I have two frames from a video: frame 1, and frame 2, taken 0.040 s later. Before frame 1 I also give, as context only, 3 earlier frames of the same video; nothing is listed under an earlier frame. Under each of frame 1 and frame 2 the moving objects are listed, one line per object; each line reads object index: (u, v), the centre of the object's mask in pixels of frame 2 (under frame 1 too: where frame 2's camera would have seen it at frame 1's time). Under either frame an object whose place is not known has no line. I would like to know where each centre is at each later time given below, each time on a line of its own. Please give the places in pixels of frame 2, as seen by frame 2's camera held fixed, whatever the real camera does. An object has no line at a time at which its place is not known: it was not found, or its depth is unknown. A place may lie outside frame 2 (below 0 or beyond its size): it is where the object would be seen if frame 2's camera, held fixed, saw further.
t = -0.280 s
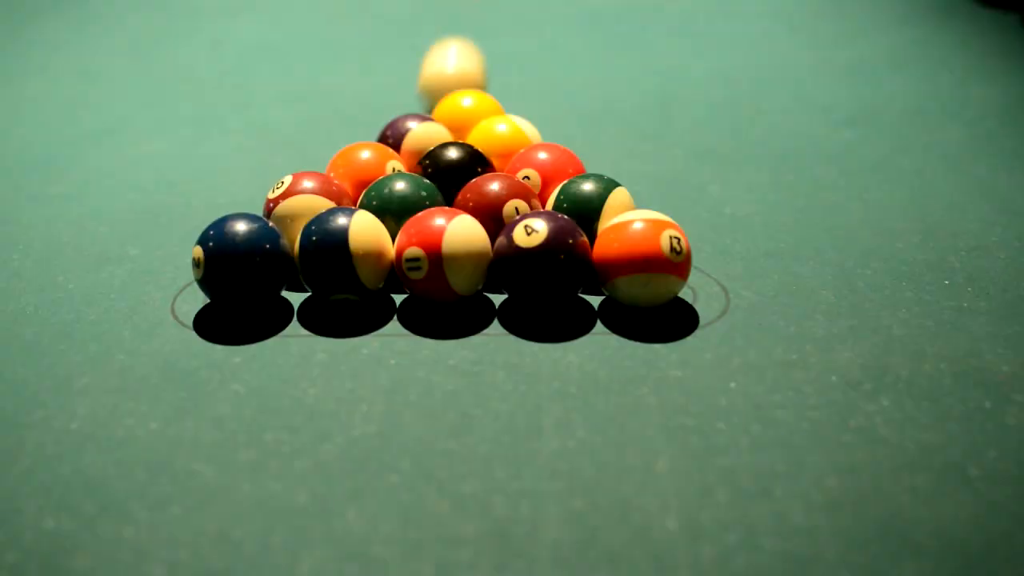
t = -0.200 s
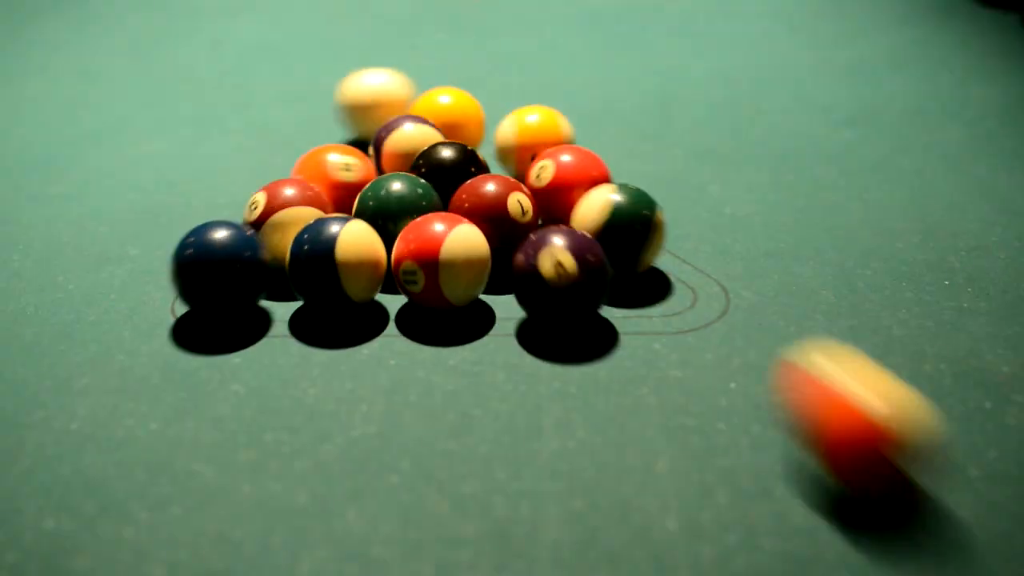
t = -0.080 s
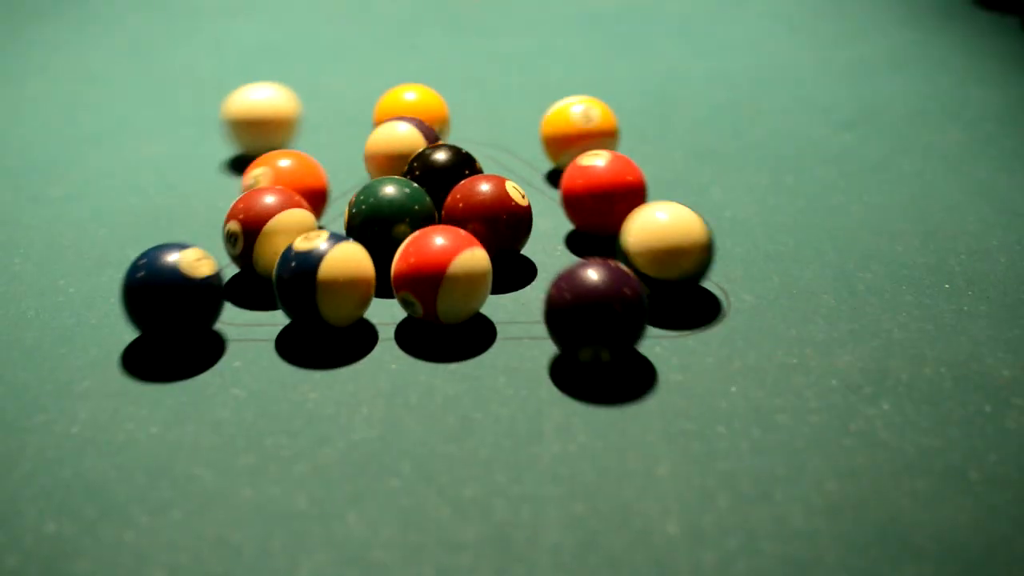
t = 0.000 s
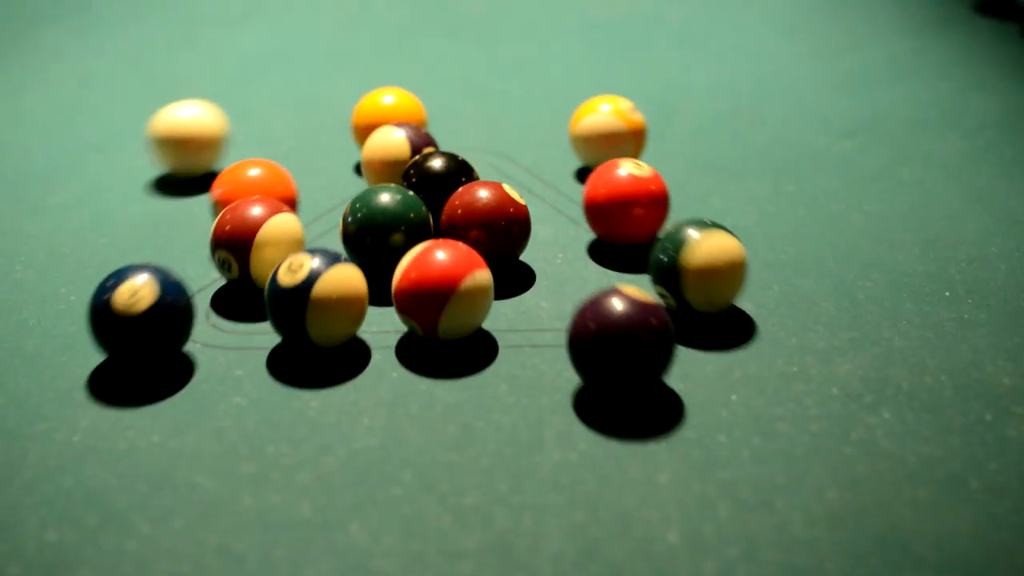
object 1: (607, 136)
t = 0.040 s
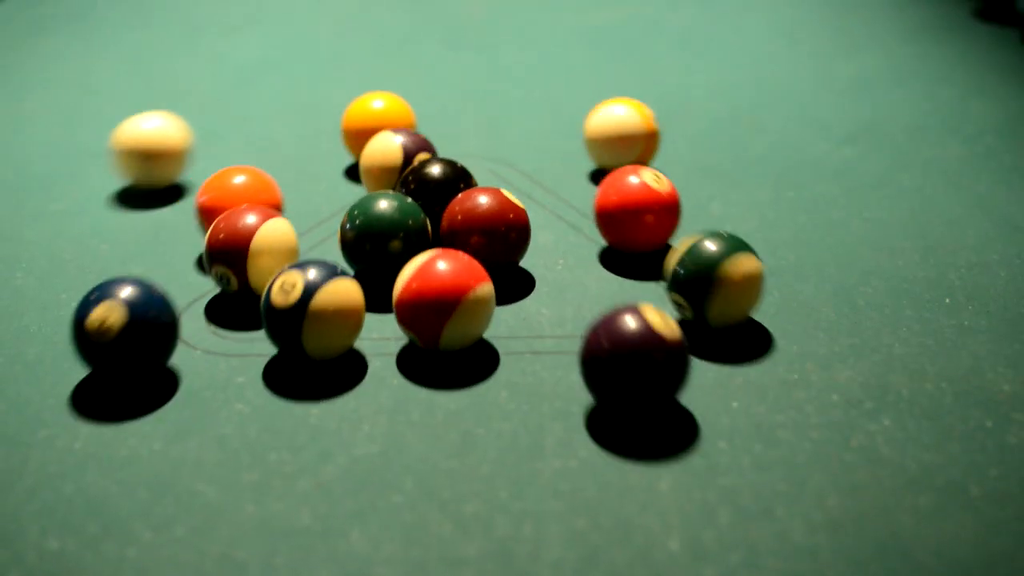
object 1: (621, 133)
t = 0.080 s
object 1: (634, 130)
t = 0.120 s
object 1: (647, 126)
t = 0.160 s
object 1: (660, 123)
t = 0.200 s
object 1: (672, 119)
